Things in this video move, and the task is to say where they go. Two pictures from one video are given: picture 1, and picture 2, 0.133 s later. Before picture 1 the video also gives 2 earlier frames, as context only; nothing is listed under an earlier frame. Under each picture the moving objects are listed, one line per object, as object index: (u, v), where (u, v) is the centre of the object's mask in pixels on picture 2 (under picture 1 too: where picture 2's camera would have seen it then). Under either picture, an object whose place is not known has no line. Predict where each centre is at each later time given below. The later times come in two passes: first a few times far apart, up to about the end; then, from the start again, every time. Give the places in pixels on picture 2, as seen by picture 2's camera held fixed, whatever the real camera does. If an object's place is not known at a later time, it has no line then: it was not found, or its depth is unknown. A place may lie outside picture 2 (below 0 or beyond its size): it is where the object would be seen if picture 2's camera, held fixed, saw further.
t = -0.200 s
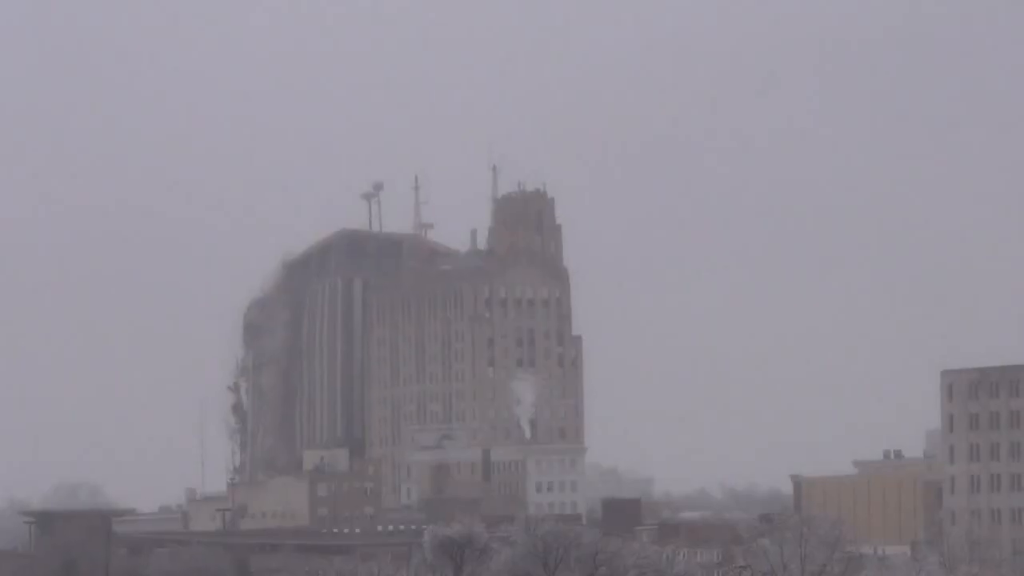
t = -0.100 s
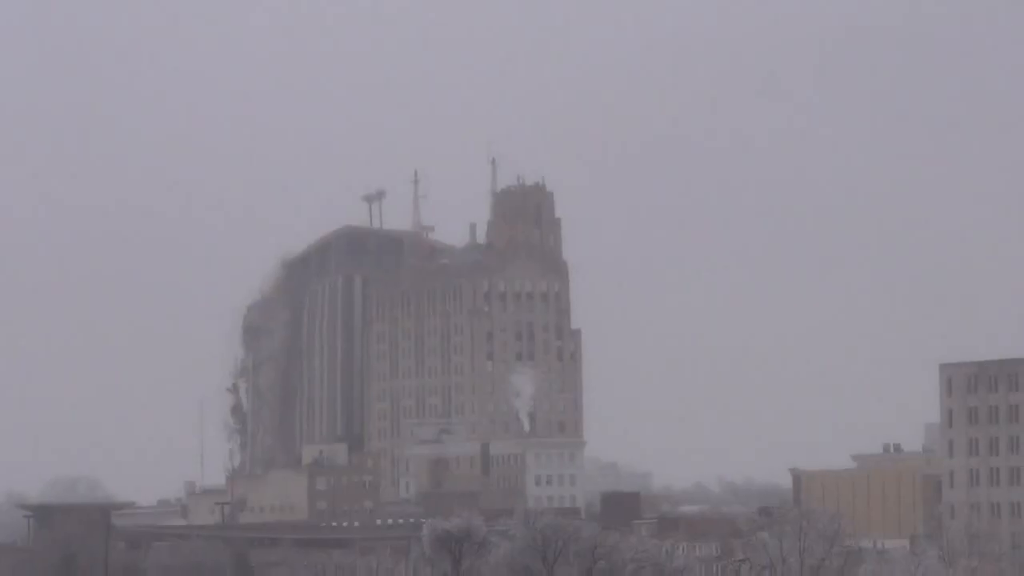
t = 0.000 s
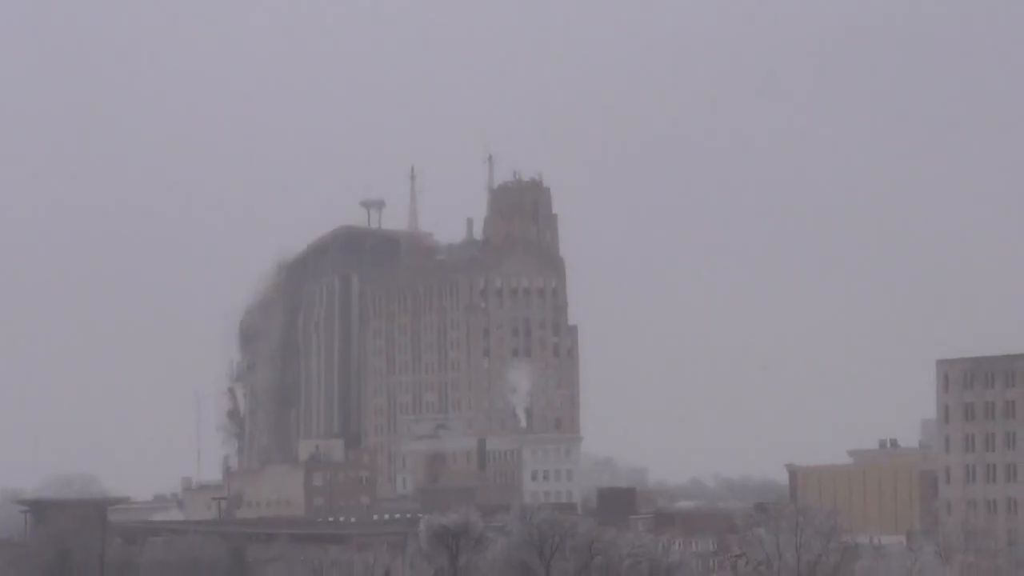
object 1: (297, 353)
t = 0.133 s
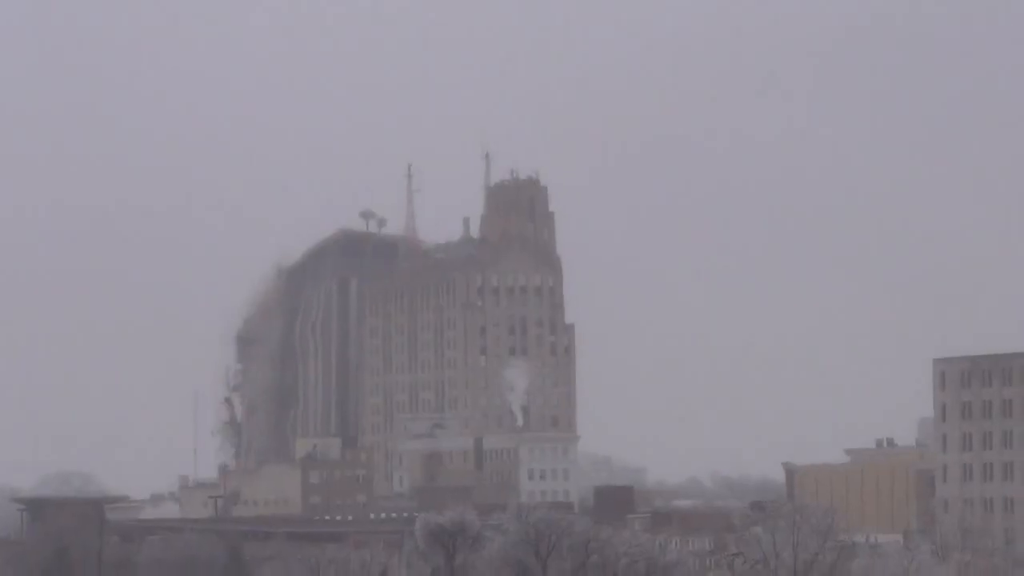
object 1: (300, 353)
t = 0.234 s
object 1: (300, 357)
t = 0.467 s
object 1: (301, 367)
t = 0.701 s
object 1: (297, 376)
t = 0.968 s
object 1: (295, 383)
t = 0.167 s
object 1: (300, 354)
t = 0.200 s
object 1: (300, 356)
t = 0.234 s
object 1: (300, 357)
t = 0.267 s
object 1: (300, 359)
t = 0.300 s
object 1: (300, 360)
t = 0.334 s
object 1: (300, 361)
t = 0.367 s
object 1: (300, 363)
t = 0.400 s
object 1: (301, 364)
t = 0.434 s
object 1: (301, 365)
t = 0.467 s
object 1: (301, 367)
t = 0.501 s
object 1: (298, 370)
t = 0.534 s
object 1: (301, 369)
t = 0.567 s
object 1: (297, 371)
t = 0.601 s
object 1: (299, 371)
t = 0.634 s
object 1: (299, 372)
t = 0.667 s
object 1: (298, 375)
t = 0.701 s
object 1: (297, 376)
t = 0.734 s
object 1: (297, 377)
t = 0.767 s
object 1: (297, 378)
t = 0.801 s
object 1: (297, 378)
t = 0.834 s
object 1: (297, 379)
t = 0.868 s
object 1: (298, 381)
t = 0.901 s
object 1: (298, 380)
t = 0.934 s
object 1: (297, 382)
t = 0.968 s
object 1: (295, 383)
